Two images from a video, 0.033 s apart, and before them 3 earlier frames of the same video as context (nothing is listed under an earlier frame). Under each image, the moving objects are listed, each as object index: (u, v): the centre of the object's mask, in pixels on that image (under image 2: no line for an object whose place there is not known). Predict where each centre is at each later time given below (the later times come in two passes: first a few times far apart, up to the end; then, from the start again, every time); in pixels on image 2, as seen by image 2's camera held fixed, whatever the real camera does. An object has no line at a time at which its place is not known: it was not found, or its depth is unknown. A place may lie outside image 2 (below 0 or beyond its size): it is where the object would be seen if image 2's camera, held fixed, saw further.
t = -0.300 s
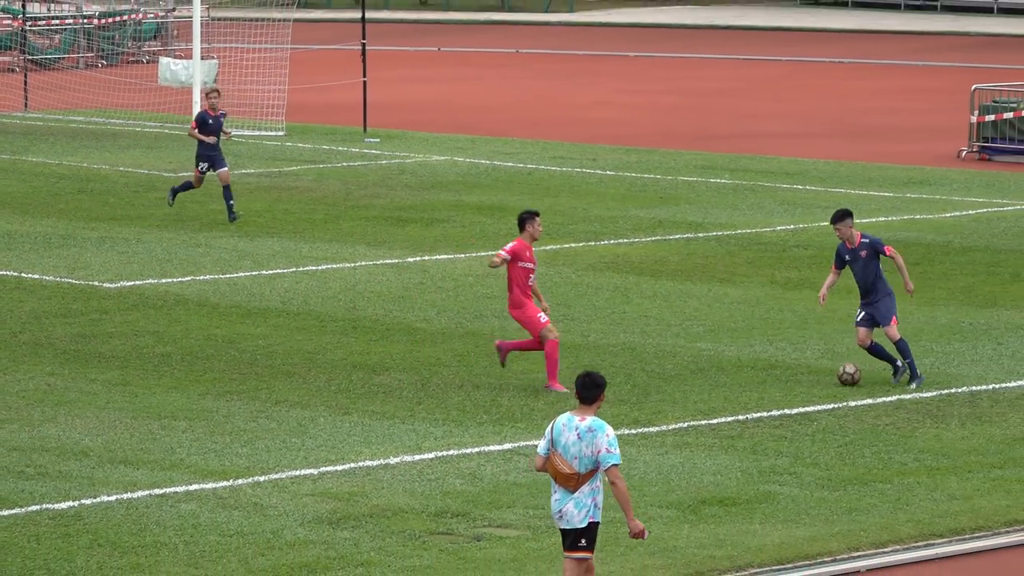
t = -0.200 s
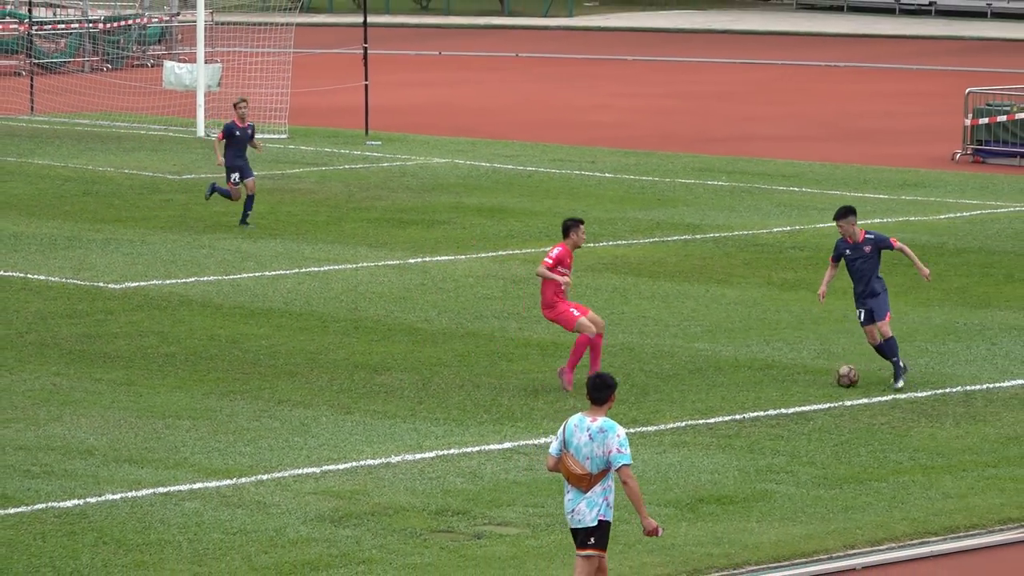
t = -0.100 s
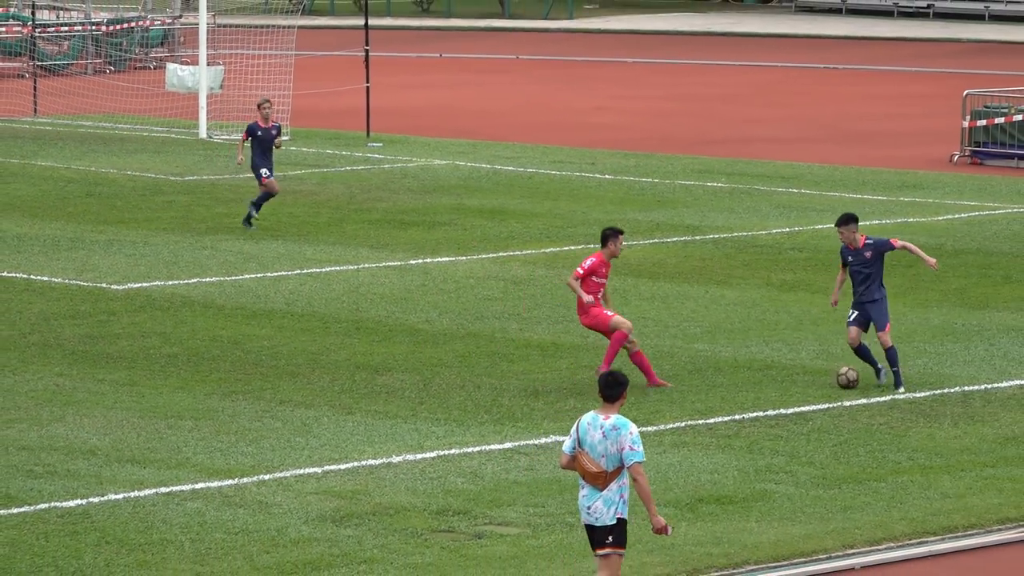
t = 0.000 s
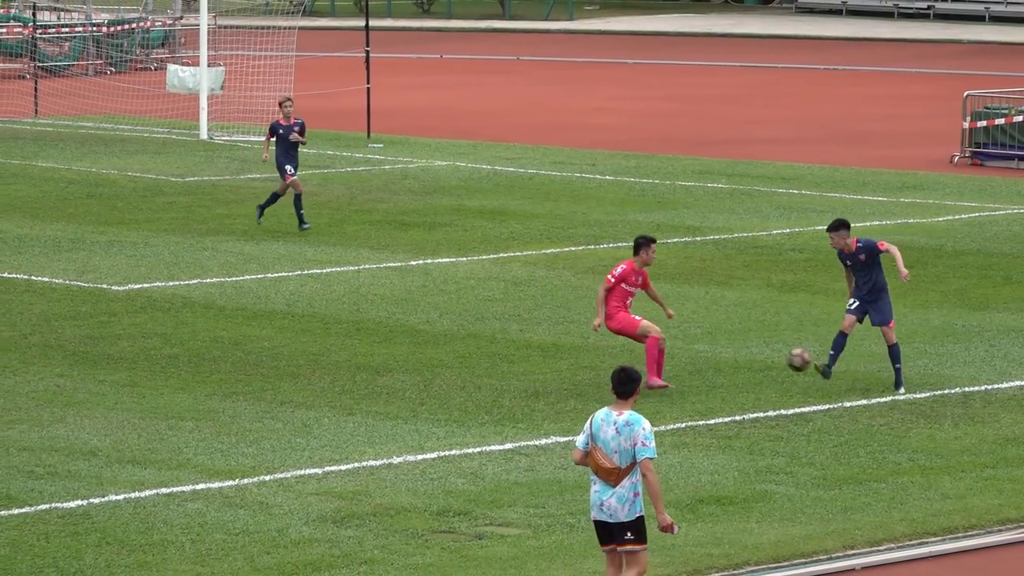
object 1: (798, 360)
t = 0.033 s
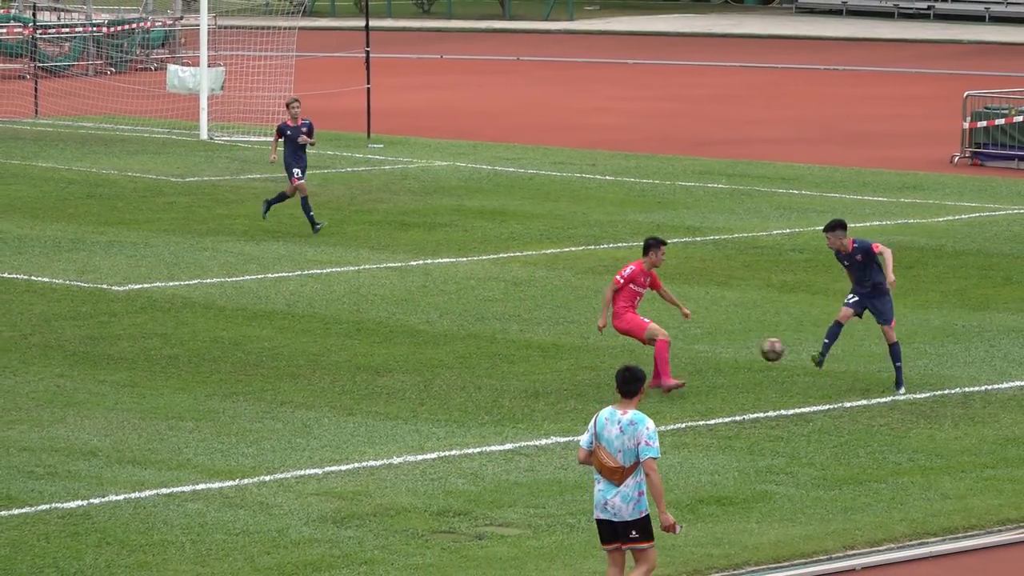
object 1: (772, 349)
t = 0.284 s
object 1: (570, 306)
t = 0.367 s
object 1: (501, 306)
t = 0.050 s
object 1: (759, 345)
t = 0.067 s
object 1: (745, 340)
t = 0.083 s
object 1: (732, 336)
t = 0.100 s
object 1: (719, 332)
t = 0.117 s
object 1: (706, 328)
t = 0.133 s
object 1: (692, 325)
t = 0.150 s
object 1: (679, 321)
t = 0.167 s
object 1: (666, 318)
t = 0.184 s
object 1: (652, 316)
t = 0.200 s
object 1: (637, 313)
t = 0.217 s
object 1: (623, 312)
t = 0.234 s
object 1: (611, 309)
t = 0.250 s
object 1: (597, 308)
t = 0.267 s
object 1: (584, 307)
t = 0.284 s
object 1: (570, 306)
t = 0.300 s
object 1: (556, 305)
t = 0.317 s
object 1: (542, 304)
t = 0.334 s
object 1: (528, 304)
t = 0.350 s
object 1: (515, 305)
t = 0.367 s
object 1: (501, 306)
